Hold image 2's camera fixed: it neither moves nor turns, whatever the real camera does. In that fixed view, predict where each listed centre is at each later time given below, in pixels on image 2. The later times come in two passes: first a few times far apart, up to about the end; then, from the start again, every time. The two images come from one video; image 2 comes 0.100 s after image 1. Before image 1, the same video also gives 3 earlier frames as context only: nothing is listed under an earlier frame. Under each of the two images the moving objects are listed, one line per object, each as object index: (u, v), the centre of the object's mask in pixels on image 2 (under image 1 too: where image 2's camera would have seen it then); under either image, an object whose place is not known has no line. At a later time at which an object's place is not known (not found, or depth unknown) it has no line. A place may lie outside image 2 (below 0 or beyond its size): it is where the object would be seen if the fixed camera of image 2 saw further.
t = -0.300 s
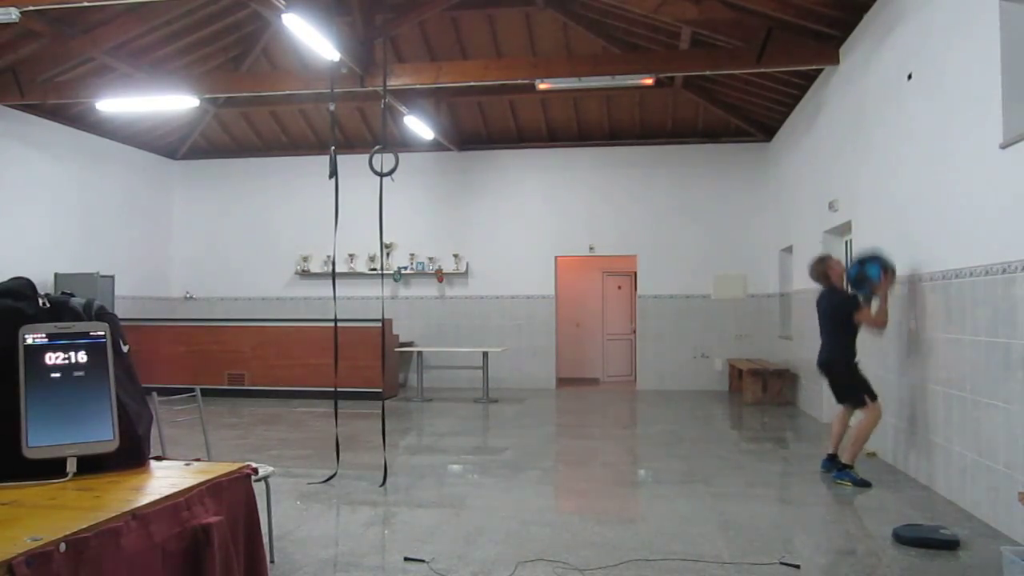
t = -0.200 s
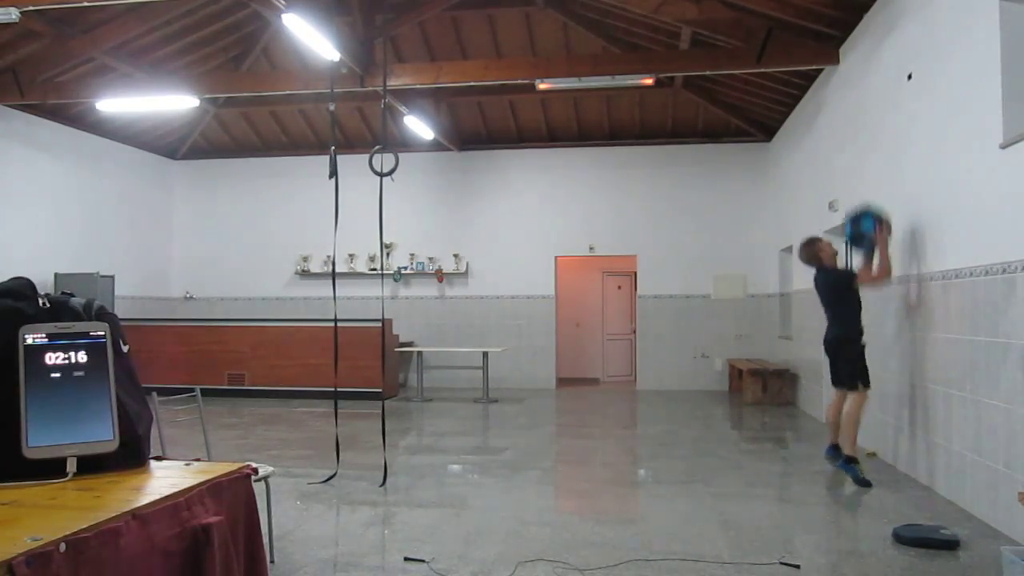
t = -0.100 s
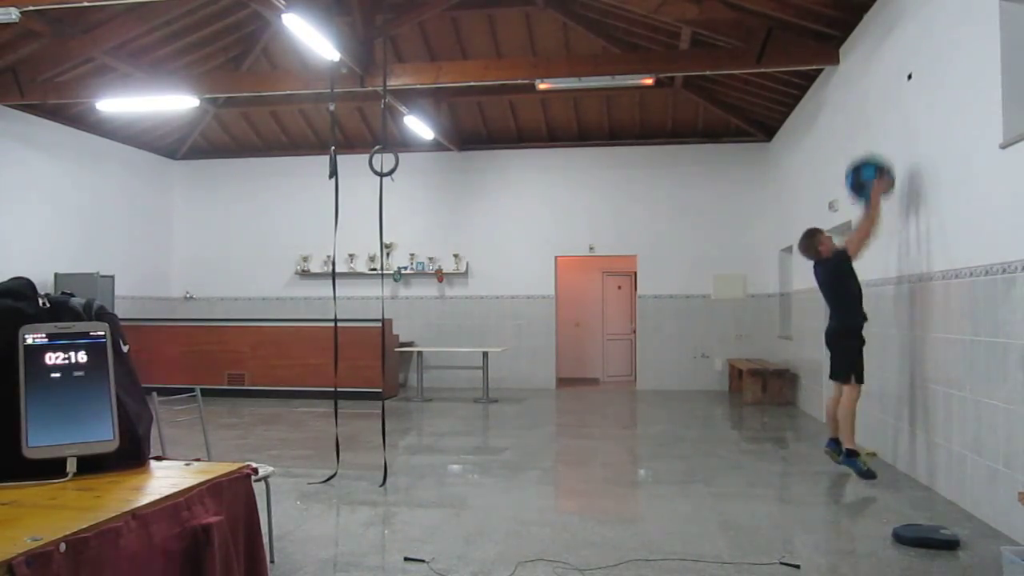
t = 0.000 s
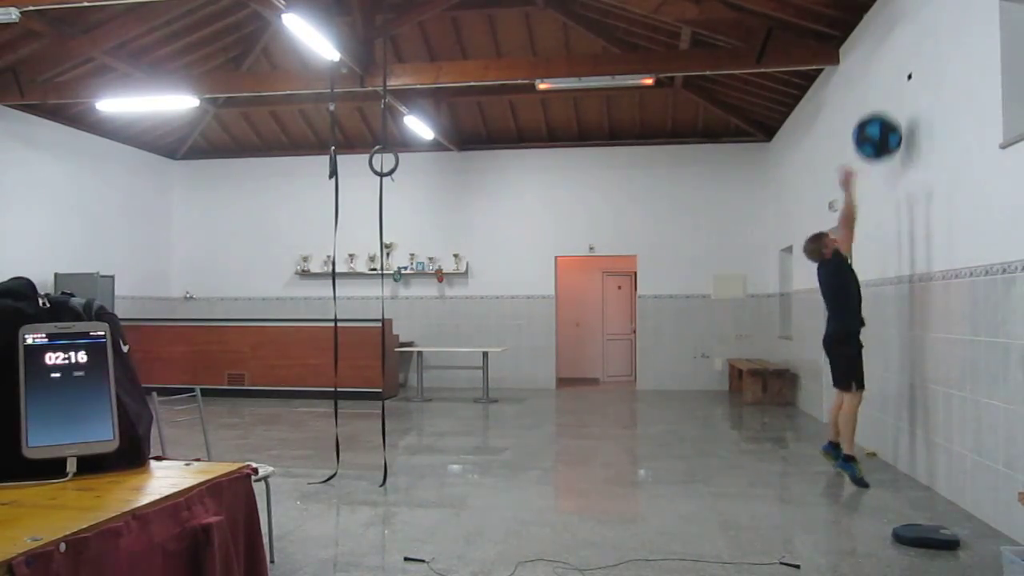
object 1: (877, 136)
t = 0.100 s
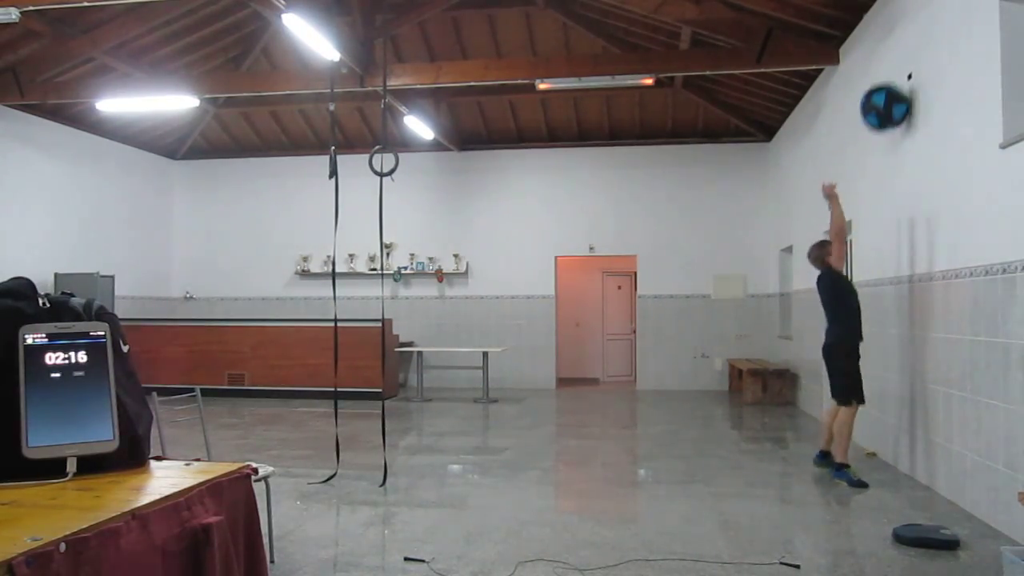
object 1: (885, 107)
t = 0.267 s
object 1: (884, 90)
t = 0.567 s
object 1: (871, 147)
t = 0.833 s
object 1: (861, 294)
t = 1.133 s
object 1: (847, 440)
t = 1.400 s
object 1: (840, 438)
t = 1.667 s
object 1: (833, 451)
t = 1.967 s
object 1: (832, 452)
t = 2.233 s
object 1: (834, 453)
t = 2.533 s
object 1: (833, 453)
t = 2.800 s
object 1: (834, 453)
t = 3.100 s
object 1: (834, 453)
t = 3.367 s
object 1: (834, 453)
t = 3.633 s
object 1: (834, 453)
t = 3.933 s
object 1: (834, 453)
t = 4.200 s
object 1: (834, 453)
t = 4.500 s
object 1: (834, 453)
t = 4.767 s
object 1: (834, 453)
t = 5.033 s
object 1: (834, 453)
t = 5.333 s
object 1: (834, 453)
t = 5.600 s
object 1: (834, 453)
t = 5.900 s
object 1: (833, 453)
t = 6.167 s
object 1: (834, 453)
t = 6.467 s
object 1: (834, 453)
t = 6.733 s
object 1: (834, 453)
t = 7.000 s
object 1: (834, 453)
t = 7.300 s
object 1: (834, 453)
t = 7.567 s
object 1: (834, 453)
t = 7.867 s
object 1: (834, 453)
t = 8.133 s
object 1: (834, 453)
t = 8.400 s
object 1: (834, 453)
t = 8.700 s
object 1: (834, 453)
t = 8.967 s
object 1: (834, 453)
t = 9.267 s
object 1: (834, 453)
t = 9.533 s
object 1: (834, 453)
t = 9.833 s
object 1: (834, 453)
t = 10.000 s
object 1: (834, 453)
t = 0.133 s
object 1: (888, 100)
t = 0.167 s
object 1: (888, 96)
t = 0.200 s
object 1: (887, 93)
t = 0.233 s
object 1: (886, 91)
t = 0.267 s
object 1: (884, 90)
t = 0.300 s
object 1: (882, 91)
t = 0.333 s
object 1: (881, 93)
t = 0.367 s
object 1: (879, 96)
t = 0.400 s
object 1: (877, 102)
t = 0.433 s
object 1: (876, 108)
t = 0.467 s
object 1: (875, 115)
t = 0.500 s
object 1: (874, 124)
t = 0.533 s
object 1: (872, 135)
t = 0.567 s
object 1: (871, 147)
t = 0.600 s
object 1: (870, 160)
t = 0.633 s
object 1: (868, 175)
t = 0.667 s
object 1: (867, 191)
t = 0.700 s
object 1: (866, 209)
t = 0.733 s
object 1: (865, 227)
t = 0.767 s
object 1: (863, 248)
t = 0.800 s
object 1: (862, 270)
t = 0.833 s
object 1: (861, 294)
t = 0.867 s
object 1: (859, 319)
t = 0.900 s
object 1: (857, 346)
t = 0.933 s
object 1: (856, 373)
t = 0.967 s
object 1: (854, 402)
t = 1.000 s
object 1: (851, 432)
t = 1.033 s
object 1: (850, 458)
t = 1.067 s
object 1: (850, 453)
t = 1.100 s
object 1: (848, 446)
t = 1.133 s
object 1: (847, 440)
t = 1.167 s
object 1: (846, 435)
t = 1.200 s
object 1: (845, 431)
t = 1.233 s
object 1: (844, 429)
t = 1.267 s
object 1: (844, 428)
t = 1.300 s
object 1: (843, 428)
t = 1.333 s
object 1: (842, 430)
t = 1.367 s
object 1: (841, 433)
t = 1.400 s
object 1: (840, 438)
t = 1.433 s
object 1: (840, 444)
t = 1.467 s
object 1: (839, 452)
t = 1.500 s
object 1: (838, 456)
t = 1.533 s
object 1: (837, 454)
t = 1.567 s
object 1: (836, 451)
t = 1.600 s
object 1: (835, 450)
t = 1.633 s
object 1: (834, 450)
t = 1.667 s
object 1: (833, 451)
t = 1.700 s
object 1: (832, 453)
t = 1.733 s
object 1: (832, 453)
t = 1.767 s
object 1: (831, 453)
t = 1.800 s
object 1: (831, 452)
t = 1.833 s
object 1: (831, 453)
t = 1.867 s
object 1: (831, 453)
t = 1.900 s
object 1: (831, 452)
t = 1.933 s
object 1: (831, 453)
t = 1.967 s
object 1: (832, 452)
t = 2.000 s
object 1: (832, 453)
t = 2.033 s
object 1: (832, 453)
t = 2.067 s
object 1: (833, 453)
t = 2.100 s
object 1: (833, 453)
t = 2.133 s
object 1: (834, 453)
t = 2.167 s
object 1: (834, 453)
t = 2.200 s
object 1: (834, 453)
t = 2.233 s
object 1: (834, 453)
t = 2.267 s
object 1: (834, 453)
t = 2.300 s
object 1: (834, 453)
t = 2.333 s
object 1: (834, 453)
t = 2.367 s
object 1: (834, 453)
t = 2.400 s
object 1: (834, 453)
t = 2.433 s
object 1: (834, 453)
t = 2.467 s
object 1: (834, 453)
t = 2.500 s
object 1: (834, 453)
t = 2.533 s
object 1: (833, 453)
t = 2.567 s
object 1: (834, 453)
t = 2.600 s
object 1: (833, 453)
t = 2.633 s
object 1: (834, 453)
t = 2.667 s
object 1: (834, 453)
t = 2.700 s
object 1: (834, 453)
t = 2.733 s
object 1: (834, 453)
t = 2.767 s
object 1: (834, 453)
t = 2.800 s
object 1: (834, 453)
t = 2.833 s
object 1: (834, 453)
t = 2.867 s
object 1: (834, 453)
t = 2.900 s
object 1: (834, 453)
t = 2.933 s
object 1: (834, 453)
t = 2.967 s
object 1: (834, 453)
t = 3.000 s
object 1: (834, 453)
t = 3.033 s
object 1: (834, 453)
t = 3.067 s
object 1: (834, 453)
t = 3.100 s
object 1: (834, 453)
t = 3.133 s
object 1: (834, 453)
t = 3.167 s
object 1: (834, 453)
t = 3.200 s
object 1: (834, 453)
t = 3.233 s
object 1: (834, 453)
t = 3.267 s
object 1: (834, 453)
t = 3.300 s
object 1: (834, 453)
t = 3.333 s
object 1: (834, 453)
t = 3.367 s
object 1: (834, 453)
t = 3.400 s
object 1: (834, 453)
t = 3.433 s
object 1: (834, 453)
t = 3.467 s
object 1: (834, 453)
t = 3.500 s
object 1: (834, 453)
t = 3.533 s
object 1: (834, 453)
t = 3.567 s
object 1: (834, 453)
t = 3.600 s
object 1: (834, 453)
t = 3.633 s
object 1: (834, 453)
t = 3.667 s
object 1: (834, 453)
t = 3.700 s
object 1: (834, 453)
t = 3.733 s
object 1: (834, 453)
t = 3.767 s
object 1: (834, 453)
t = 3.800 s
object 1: (834, 453)
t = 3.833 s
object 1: (834, 453)
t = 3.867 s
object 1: (834, 453)
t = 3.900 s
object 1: (834, 453)
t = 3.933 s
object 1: (834, 453)
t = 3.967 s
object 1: (834, 453)
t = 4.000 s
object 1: (834, 453)
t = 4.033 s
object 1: (834, 453)
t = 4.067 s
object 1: (834, 453)
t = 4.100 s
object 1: (834, 453)
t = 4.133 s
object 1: (834, 453)
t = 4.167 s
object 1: (834, 453)
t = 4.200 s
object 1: (834, 453)
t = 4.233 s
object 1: (834, 453)
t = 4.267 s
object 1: (834, 453)
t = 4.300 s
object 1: (834, 453)
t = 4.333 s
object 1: (834, 453)
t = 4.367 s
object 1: (834, 453)
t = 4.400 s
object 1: (834, 453)
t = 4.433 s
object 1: (834, 453)
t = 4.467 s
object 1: (834, 453)
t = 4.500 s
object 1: (834, 453)
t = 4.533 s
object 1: (834, 453)
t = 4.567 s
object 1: (834, 453)
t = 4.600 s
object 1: (834, 453)
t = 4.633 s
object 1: (834, 453)
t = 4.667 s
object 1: (834, 453)
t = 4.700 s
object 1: (834, 453)
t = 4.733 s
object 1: (834, 453)
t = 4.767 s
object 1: (834, 453)
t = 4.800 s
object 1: (834, 453)
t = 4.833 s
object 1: (834, 453)
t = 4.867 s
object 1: (834, 453)
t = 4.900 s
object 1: (834, 453)
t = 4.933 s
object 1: (834, 453)
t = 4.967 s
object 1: (833, 453)
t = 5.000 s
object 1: (833, 453)
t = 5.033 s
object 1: (834, 453)
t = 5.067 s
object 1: (833, 453)
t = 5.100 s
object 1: (833, 453)
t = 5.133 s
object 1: (833, 453)
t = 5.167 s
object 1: (833, 453)
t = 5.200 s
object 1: (834, 453)
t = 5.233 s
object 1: (834, 453)
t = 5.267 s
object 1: (834, 453)
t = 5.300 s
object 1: (834, 453)
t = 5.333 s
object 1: (834, 453)
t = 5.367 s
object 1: (834, 453)
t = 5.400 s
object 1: (834, 453)
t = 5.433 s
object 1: (833, 453)
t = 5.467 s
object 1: (834, 453)
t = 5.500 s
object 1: (833, 453)
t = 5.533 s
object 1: (834, 453)
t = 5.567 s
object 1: (834, 453)
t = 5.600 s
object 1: (834, 453)
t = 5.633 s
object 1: (833, 453)
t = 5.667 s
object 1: (834, 453)
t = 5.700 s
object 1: (834, 453)
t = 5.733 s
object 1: (834, 453)
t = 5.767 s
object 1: (834, 453)
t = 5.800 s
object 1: (834, 453)
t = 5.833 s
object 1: (833, 453)
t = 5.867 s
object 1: (834, 453)
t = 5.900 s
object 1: (833, 453)
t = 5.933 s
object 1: (833, 453)
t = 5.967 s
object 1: (833, 453)
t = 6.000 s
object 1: (833, 453)
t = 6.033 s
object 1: (834, 453)
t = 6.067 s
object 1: (833, 453)
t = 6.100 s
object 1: (834, 453)
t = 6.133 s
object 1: (833, 453)
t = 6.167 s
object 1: (834, 453)
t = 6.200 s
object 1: (833, 453)
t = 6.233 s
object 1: (833, 453)
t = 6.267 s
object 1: (834, 453)
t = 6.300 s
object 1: (833, 453)
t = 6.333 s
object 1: (834, 453)
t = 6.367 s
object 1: (834, 453)
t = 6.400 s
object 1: (834, 453)
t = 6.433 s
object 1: (834, 453)
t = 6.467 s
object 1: (834, 453)
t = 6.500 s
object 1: (834, 453)
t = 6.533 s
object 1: (834, 453)
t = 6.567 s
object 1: (834, 453)
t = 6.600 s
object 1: (833, 453)
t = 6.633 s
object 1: (834, 453)
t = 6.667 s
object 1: (834, 453)
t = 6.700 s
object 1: (834, 453)
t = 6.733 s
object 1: (834, 453)
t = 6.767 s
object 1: (834, 453)
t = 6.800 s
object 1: (833, 453)
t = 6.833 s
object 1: (833, 453)
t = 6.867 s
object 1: (833, 453)
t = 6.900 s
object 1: (833, 453)
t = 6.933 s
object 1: (834, 453)
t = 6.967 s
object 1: (834, 453)
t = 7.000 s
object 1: (834, 453)
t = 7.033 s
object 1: (834, 453)
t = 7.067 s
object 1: (834, 453)
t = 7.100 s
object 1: (833, 453)
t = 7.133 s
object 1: (833, 453)
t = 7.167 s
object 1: (834, 453)
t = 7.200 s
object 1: (834, 453)
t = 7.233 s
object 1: (834, 453)
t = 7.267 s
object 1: (834, 453)
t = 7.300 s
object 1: (834, 453)
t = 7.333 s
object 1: (834, 453)
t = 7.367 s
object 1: (834, 453)
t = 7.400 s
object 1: (834, 453)
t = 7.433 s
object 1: (834, 453)
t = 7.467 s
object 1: (834, 453)
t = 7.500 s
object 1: (834, 453)
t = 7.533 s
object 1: (834, 453)
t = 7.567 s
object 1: (834, 453)
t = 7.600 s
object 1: (834, 453)
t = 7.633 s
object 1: (834, 453)
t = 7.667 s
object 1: (834, 453)
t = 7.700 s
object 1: (833, 453)
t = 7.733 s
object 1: (834, 453)
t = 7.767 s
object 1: (834, 453)
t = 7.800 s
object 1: (834, 453)
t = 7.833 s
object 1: (834, 453)
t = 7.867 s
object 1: (834, 453)
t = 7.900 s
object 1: (833, 453)
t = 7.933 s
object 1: (834, 453)
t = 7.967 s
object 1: (833, 453)
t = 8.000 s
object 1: (834, 453)
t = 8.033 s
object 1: (834, 453)
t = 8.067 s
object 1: (834, 453)
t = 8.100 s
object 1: (834, 453)
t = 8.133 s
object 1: (834, 453)
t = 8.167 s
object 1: (834, 453)
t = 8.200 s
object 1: (834, 453)
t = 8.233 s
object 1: (834, 453)
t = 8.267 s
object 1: (834, 453)
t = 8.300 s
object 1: (834, 453)
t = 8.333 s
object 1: (834, 453)
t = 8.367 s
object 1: (834, 453)
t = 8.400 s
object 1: (834, 453)
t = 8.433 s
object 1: (834, 453)
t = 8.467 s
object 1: (834, 453)
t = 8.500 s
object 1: (834, 453)
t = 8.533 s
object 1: (834, 453)
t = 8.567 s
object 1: (834, 453)
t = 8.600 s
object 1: (834, 453)
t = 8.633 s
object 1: (834, 453)
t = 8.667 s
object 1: (834, 453)
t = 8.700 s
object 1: (834, 453)
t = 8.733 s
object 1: (834, 453)
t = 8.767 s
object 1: (834, 453)
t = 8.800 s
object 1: (834, 453)
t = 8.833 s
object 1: (834, 453)
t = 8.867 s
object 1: (834, 453)
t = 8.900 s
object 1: (834, 453)
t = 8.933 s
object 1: (834, 453)
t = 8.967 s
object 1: (834, 453)
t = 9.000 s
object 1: (834, 453)
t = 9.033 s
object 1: (834, 453)
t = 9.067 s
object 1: (834, 453)
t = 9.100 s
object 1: (834, 453)
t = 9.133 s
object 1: (834, 453)
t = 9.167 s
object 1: (834, 453)
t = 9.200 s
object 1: (834, 453)
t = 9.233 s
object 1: (834, 453)
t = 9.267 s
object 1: (834, 453)
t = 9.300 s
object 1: (834, 453)
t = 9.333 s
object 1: (834, 453)
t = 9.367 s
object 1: (834, 453)
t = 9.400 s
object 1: (834, 453)
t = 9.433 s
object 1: (834, 453)
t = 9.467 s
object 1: (834, 453)
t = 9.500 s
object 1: (834, 453)
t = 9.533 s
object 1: (834, 453)
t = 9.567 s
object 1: (834, 453)
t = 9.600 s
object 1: (834, 453)
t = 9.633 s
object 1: (834, 453)
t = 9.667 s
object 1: (834, 453)
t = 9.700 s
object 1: (834, 453)
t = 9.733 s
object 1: (834, 453)
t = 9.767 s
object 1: (834, 453)
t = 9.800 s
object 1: (834, 453)
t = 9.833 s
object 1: (834, 453)
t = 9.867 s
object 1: (834, 453)
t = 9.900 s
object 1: (834, 453)
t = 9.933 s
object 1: (834, 453)
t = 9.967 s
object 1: (834, 453)
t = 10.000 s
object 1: (834, 453)
